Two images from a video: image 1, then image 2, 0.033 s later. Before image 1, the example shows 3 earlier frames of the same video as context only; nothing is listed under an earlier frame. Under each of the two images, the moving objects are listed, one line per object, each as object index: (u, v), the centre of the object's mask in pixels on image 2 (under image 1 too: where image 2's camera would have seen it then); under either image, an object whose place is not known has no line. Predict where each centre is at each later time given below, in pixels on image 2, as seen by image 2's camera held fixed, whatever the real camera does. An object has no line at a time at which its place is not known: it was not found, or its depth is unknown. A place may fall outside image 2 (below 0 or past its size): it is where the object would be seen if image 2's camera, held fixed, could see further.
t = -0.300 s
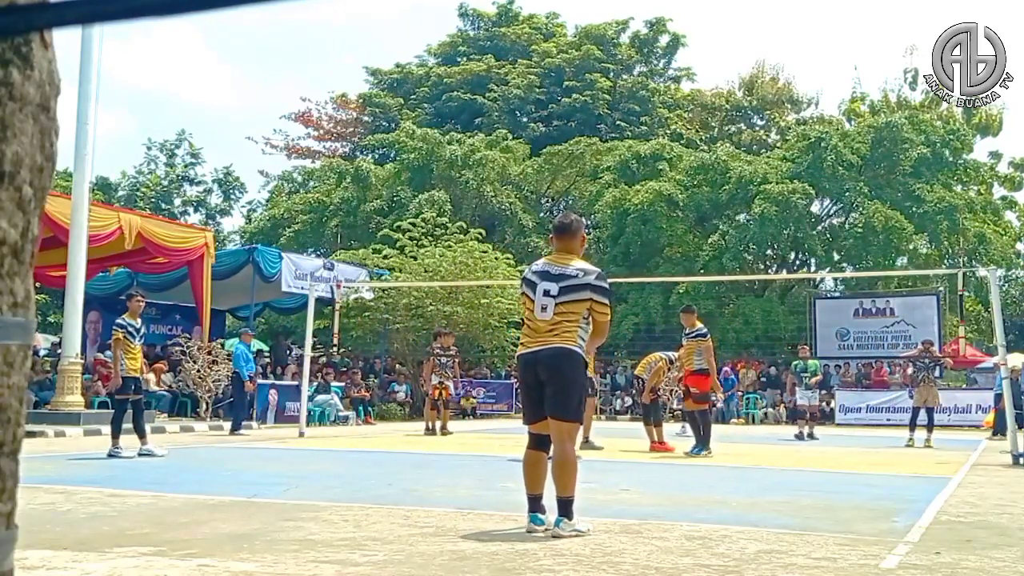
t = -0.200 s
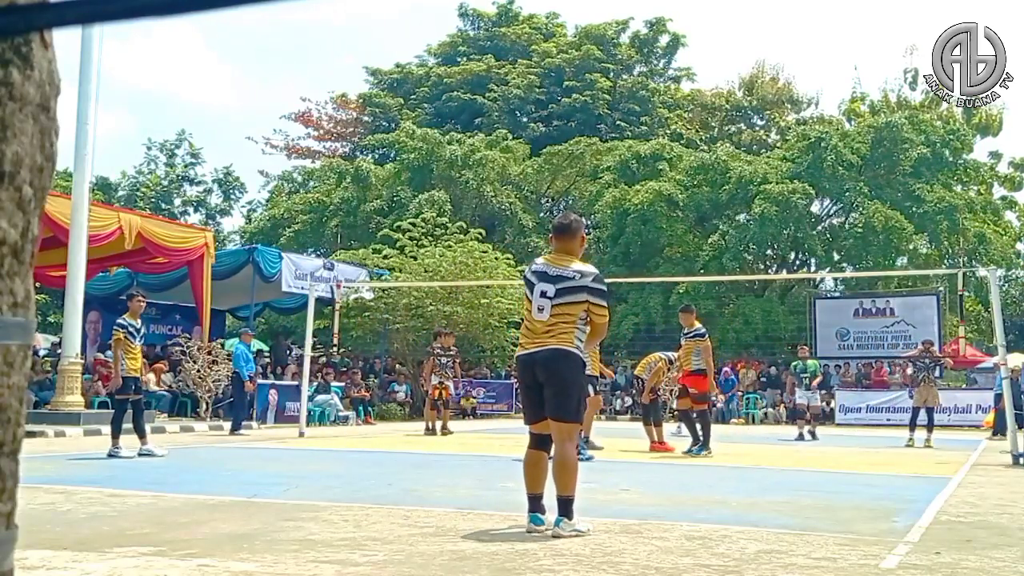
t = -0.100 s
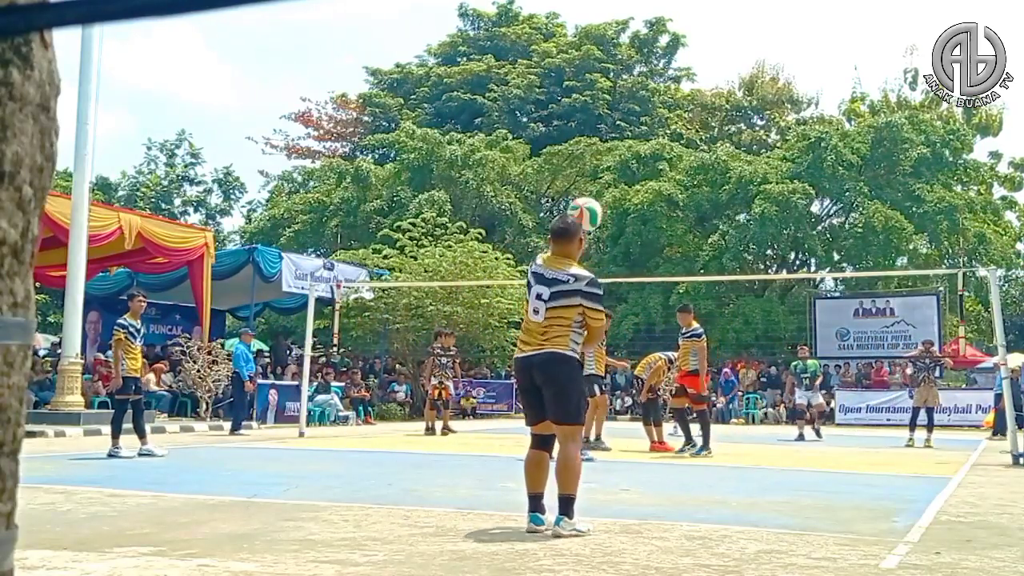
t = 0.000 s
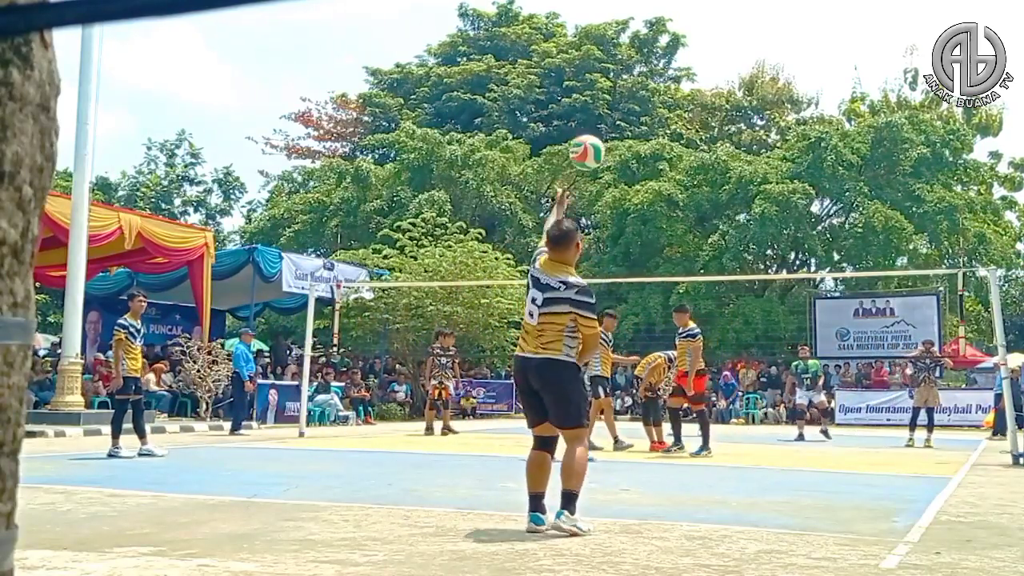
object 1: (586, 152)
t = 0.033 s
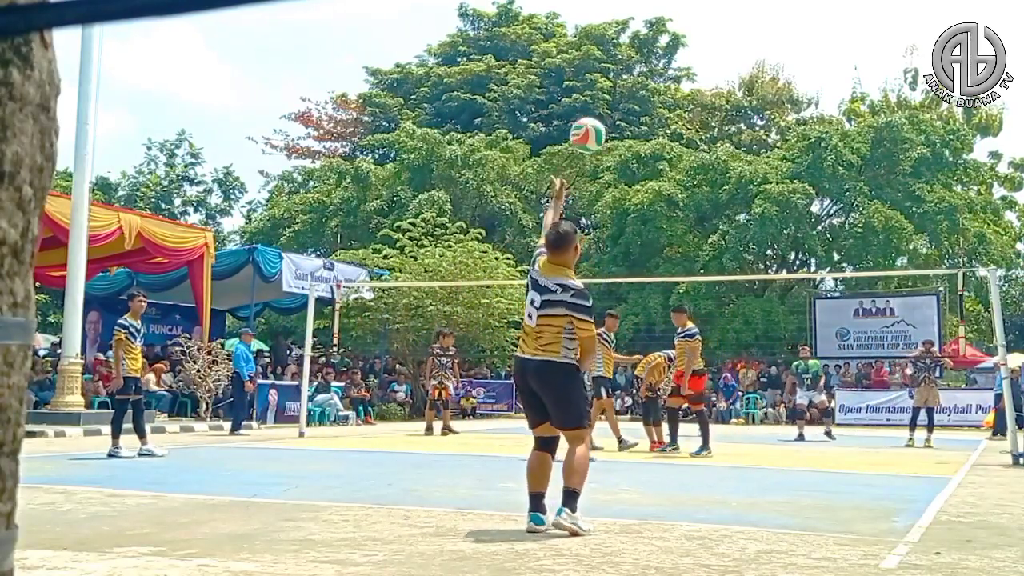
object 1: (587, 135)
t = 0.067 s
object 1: (588, 120)
